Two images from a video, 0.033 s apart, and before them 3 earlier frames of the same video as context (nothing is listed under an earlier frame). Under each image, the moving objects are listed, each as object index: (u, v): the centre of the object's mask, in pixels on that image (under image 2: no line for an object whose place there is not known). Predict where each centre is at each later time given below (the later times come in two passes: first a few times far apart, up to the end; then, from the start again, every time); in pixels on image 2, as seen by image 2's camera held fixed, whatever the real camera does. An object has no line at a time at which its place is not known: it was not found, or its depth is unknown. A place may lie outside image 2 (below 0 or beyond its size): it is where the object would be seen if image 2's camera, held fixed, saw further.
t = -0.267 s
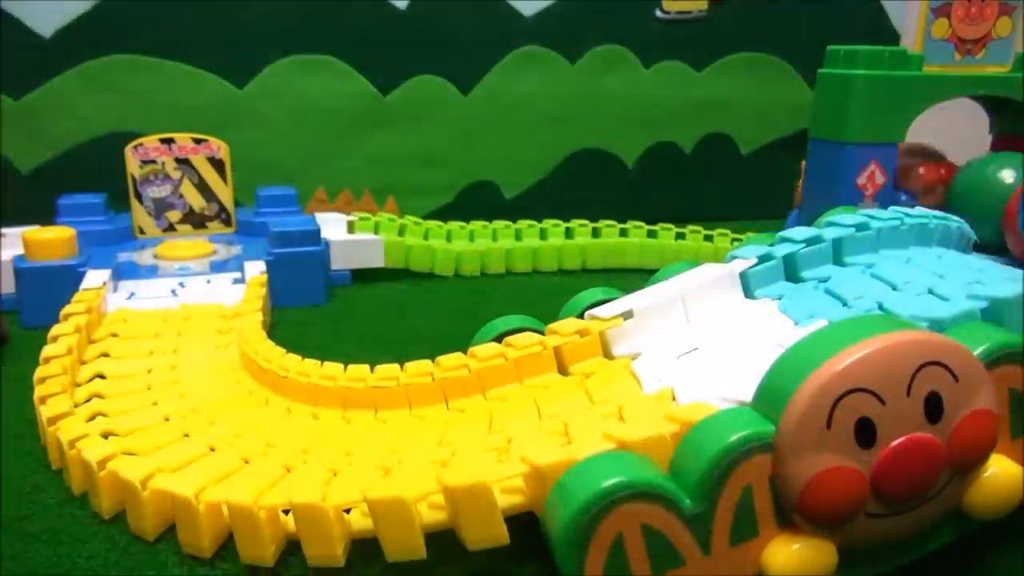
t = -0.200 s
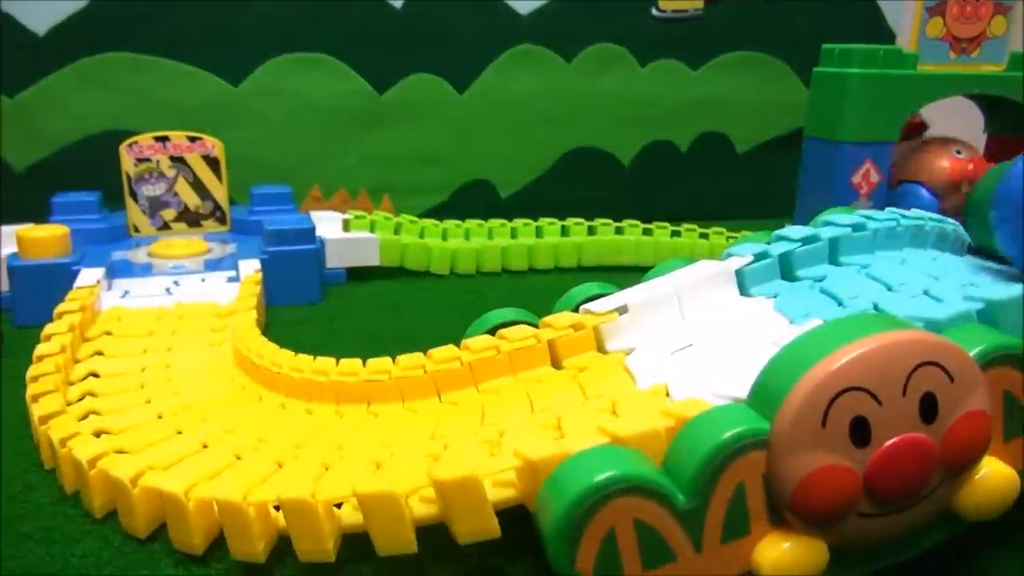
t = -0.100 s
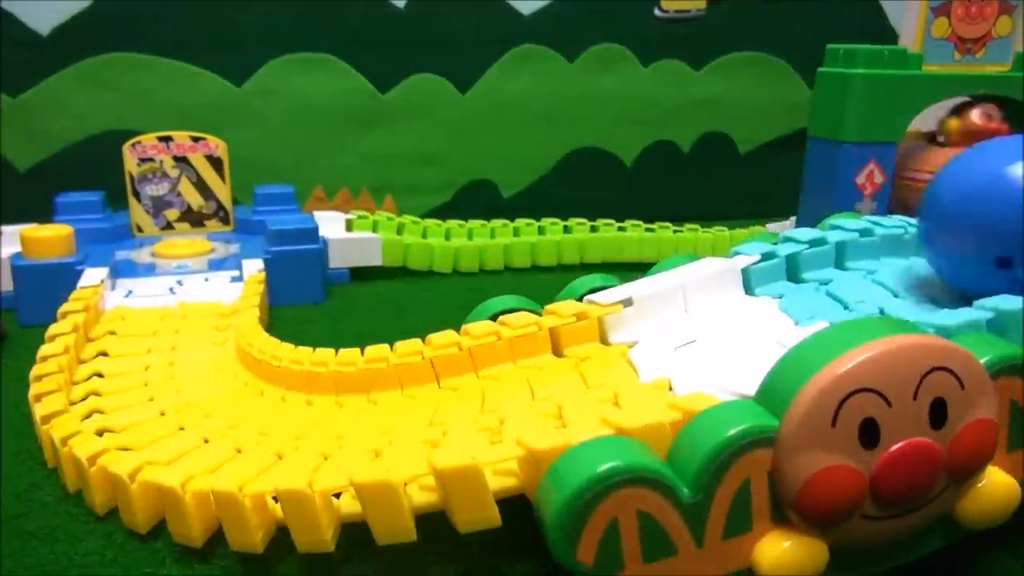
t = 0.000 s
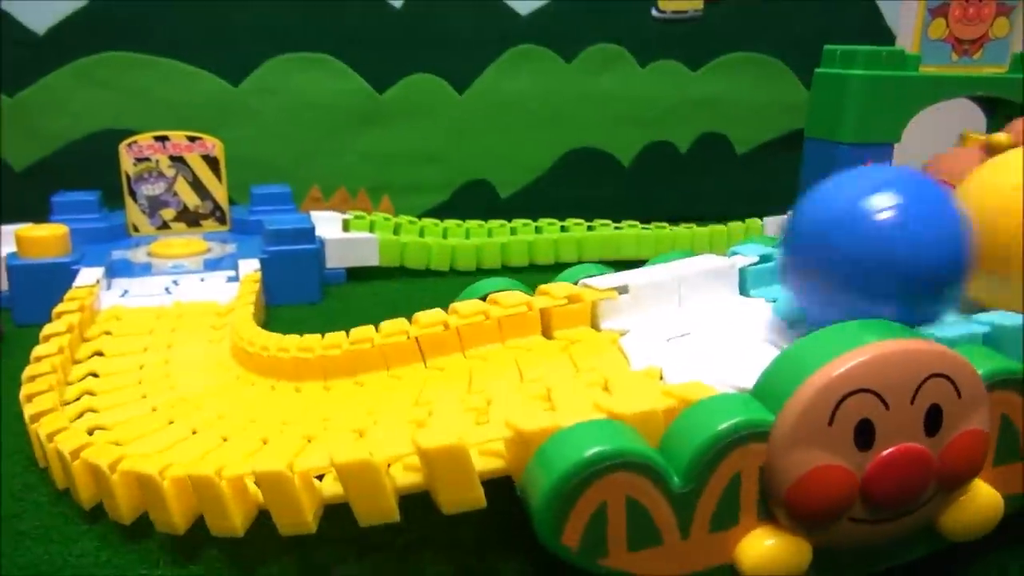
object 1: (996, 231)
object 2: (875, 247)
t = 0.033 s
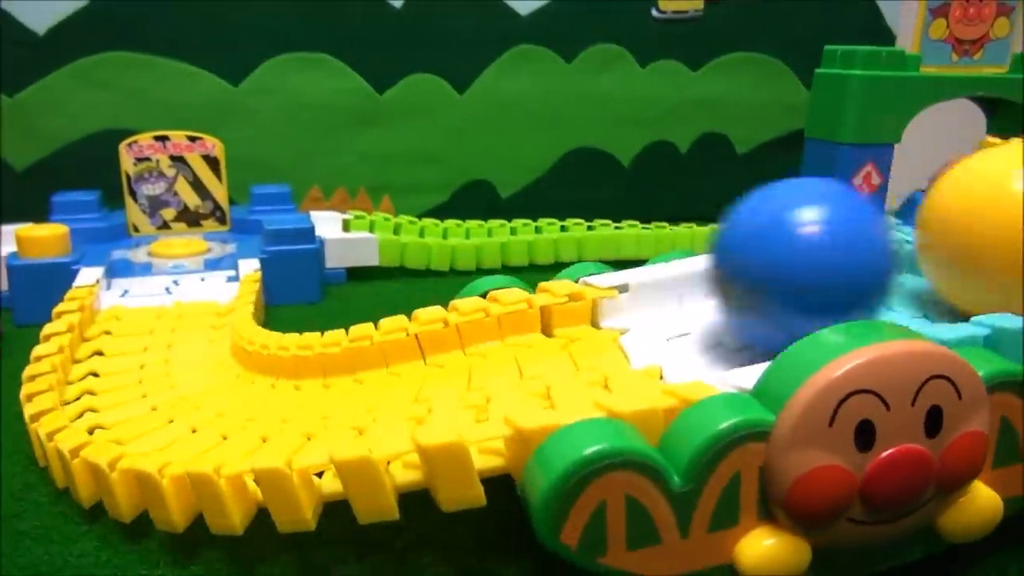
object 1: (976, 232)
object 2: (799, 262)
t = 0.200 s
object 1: (867, 244)
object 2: (232, 374)
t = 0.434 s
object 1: (340, 306)
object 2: (167, 223)
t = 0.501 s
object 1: (151, 341)
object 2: (179, 199)
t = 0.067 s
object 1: (961, 232)
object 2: (711, 282)
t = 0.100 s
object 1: (946, 233)
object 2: (607, 301)
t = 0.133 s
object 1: (930, 236)
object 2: (493, 323)
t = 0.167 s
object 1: (904, 239)
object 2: (364, 351)
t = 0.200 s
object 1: (867, 244)
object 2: (232, 374)
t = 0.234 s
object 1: (815, 249)
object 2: (139, 369)
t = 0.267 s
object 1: (755, 262)
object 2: (102, 339)
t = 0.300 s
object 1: (687, 270)
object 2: (110, 306)
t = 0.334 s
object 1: (614, 277)
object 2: (128, 270)
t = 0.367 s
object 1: (533, 281)
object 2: (147, 249)
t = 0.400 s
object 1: (443, 293)
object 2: (158, 236)
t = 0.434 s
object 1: (340, 306)
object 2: (167, 223)
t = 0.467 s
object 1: (238, 325)
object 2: (171, 205)
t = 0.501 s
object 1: (151, 341)
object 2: (179, 199)
